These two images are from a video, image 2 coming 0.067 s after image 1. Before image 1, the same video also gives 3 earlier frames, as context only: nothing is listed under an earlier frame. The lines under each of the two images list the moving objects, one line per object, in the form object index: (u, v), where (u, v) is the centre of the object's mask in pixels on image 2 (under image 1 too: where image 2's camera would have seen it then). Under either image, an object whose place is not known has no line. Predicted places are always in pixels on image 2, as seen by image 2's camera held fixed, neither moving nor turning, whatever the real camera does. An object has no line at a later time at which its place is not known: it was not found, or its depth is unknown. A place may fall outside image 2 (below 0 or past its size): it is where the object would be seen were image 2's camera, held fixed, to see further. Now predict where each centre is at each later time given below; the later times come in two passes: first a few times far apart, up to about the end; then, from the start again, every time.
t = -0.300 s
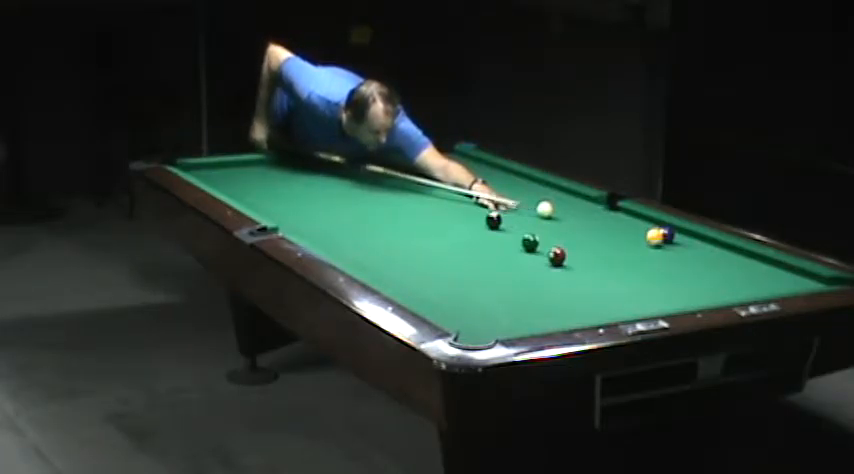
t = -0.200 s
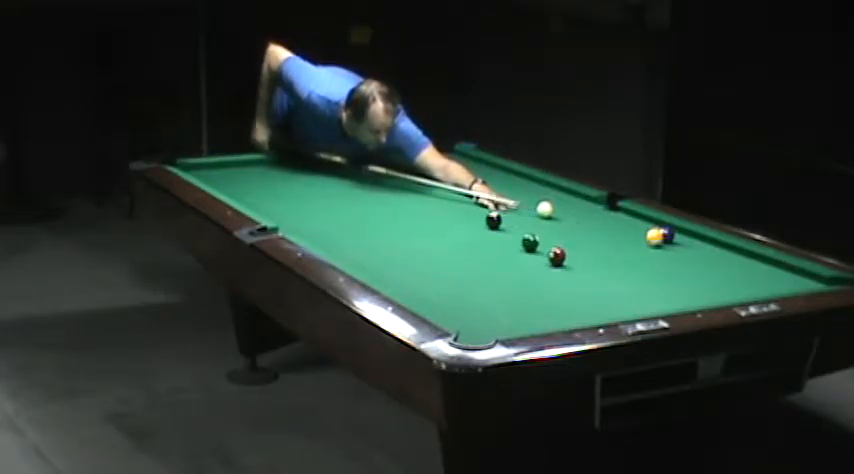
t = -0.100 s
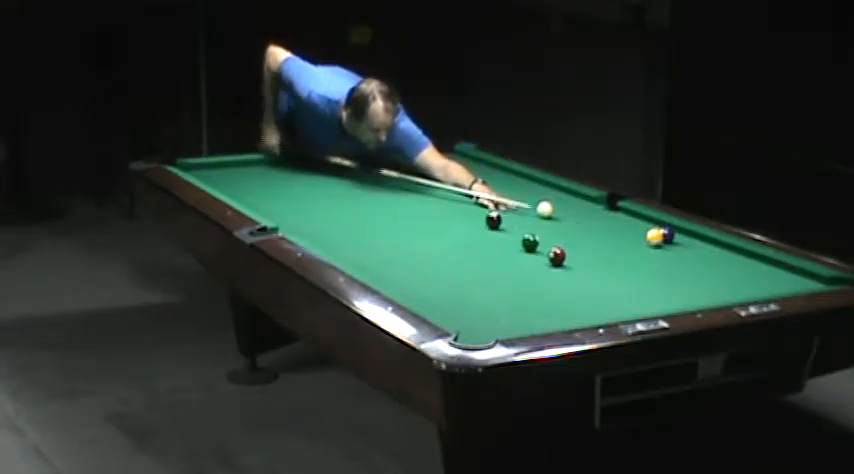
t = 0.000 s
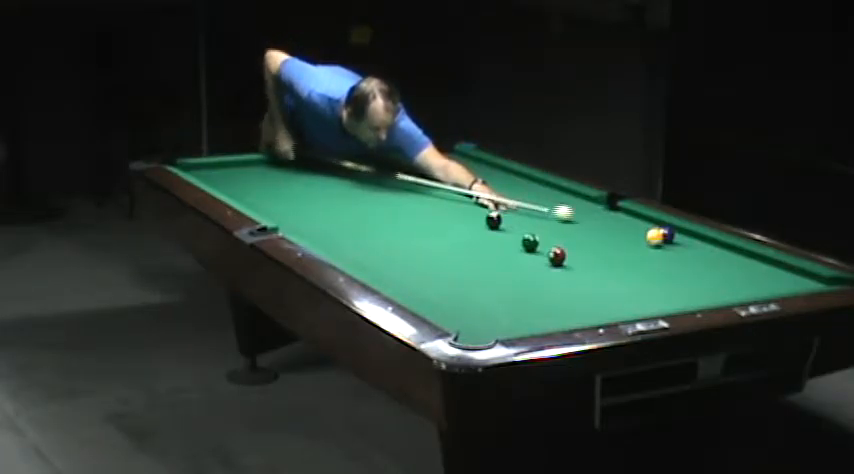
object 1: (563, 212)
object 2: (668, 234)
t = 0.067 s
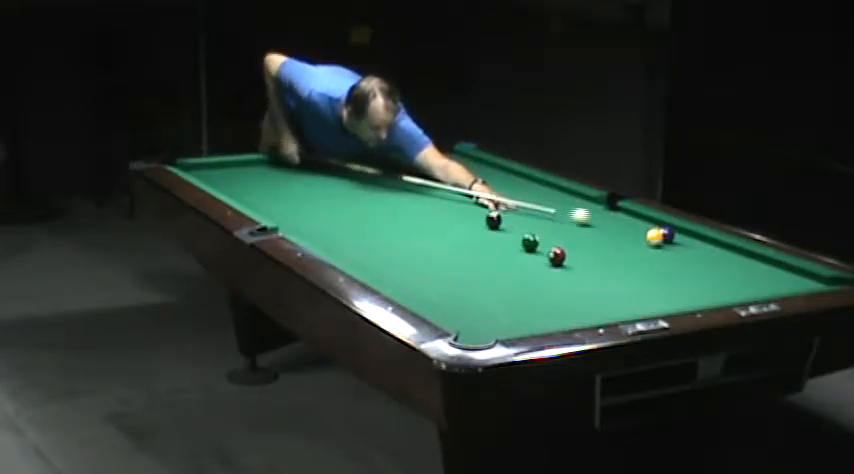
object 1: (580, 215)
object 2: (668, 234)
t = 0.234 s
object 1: (618, 222)
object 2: (668, 234)
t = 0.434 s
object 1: (659, 227)
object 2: (671, 236)
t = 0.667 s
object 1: (683, 231)
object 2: (697, 245)
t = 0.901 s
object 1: (684, 235)
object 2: (721, 254)
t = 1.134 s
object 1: (684, 239)
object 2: (746, 262)
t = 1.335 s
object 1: (684, 242)
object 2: (769, 268)
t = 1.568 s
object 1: (684, 246)
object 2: (793, 276)
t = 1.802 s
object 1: (683, 250)
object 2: (817, 281)
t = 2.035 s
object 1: (683, 253)
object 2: (831, 281)
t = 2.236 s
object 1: (682, 255)
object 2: (840, 279)
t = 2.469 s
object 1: (681, 258)
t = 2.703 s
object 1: (680, 260)
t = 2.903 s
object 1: (680, 262)
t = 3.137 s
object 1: (679, 263)
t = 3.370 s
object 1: (678, 265)
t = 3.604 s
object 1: (678, 266)
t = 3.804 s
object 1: (677, 267)
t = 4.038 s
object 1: (677, 267)
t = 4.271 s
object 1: (677, 267)
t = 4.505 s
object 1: (677, 267)
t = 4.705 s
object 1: (678, 267)
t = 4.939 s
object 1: (678, 267)
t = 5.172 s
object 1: (678, 267)
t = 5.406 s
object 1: (678, 267)
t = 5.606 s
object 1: (678, 267)
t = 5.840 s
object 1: (678, 267)
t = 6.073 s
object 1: (678, 267)
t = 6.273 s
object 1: (678, 267)
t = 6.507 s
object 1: (678, 267)
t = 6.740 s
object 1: (678, 267)
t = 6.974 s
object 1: (678, 267)
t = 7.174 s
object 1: (678, 267)
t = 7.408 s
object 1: (678, 267)
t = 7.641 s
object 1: (678, 267)
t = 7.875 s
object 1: (678, 267)
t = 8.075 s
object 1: (678, 267)
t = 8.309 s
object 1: (678, 267)
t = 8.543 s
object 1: (678, 267)
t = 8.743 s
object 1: (678, 267)
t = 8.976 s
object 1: (678, 267)
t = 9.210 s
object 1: (678, 267)
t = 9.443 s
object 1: (678, 267)
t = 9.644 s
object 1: (678, 267)
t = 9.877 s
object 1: (678, 267)
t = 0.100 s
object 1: (587, 216)
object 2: (668, 234)
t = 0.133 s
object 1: (595, 218)
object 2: (668, 234)
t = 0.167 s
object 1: (602, 219)
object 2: (668, 234)
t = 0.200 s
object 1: (609, 221)
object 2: (668, 234)
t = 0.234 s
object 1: (618, 222)
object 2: (668, 234)
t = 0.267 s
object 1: (625, 224)
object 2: (668, 234)
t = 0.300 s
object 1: (633, 225)
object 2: (668, 234)
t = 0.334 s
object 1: (639, 227)
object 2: (668, 234)
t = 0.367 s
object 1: (646, 226)
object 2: (668, 233)
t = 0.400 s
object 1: (654, 226)
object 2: (668, 234)
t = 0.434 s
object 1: (659, 227)
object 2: (671, 236)
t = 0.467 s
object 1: (662, 227)
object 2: (674, 237)
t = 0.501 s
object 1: (666, 228)
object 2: (678, 239)
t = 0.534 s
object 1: (669, 229)
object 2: (683, 240)
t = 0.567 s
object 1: (672, 230)
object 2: (686, 241)
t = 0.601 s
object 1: (676, 230)
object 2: (690, 242)
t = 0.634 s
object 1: (680, 230)
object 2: (694, 244)
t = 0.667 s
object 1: (683, 231)
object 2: (697, 245)
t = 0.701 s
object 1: (684, 231)
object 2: (700, 246)
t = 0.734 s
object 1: (684, 232)
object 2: (703, 247)
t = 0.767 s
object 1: (684, 233)
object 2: (706, 248)
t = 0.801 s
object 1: (684, 233)
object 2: (710, 250)
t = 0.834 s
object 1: (684, 234)
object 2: (714, 251)
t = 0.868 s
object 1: (684, 234)
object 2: (718, 252)
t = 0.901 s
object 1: (684, 235)
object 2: (721, 254)
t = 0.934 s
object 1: (684, 236)
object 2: (726, 255)
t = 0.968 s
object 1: (684, 236)
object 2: (729, 256)
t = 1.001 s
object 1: (684, 237)
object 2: (733, 257)
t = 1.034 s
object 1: (684, 238)
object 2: (736, 258)
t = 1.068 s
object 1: (684, 238)
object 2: (740, 259)
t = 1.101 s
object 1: (684, 239)
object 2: (743, 261)
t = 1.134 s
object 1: (684, 239)
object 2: (746, 262)
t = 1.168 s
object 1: (684, 240)
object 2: (749, 263)
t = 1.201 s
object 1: (684, 240)
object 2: (753, 264)
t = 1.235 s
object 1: (684, 241)
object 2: (757, 265)
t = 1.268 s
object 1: (684, 241)
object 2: (761, 266)
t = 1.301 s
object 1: (684, 242)
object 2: (765, 267)
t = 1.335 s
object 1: (684, 242)
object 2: (769, 268)
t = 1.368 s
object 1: (684, 243)
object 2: (772, 269)
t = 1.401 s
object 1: (684, 243)
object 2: (776, 270)
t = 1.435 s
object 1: (684, 244)
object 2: (779, 271)
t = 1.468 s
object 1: (684, 245)
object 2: (783, 273)
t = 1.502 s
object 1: (684, 245)
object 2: (786, 273)
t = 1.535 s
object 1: (684, 245)
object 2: (789, 275)
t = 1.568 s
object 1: (684, 246)
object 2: (793, 276)
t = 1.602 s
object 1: (684, 246)
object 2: (797, 277)
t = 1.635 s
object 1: (684, 246)
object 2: (800, 278)
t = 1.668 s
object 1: (684, 247)
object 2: (804, 279)
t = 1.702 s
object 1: (684, 247)
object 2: (807, 279)
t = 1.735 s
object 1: (684, 248)
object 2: (810, 280)
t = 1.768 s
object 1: (683, 249)
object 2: (814, 280)
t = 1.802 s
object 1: (683, 250)
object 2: (817, 281)
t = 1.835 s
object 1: (683, 250)
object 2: (820, 281)
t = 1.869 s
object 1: (683, 250)
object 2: (823, 282)
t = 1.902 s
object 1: (683, 251)
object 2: (825, 282)
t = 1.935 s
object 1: (683, 252)
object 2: (826, 282)
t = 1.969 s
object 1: (683, 252)
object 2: (827, 282)
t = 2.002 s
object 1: (683, 252)
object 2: (829, 281)
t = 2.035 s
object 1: (683, 253)
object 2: (831, 281)
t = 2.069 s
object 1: (682, 253)
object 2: (832, 281)
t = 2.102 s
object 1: (682, 254)
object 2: (834, 280)
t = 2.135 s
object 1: (682, 254)
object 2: (835, 280)
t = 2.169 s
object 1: (682, 255)
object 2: (837, 281)
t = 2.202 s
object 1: (682, 255)
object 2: (838, 280)
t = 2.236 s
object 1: (682, 255)
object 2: (840, 279)
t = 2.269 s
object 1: (682, 256)
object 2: (841, 278)
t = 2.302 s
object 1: (682, 256)
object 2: (844, 278)
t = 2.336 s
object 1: (682, 256)
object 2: (846, 280)
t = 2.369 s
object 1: (682, 257)
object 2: (848, 282)
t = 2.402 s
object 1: (681, 257)
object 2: (848, 284)
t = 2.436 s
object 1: (681, 258)
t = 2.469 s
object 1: (681, 258)
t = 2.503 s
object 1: (681, 258)
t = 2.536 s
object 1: (681, 259)
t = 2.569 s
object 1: (681, 259)
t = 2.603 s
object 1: (681, 259)
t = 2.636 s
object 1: (681, 260)
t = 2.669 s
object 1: (680, 260)
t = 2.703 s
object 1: (680, 260)
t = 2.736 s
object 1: (680, 261)
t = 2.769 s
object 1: (680, 261)
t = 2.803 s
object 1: (680, 261)
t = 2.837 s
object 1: (680, 261)
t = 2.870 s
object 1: (680, 261)
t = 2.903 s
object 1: (680, 262)
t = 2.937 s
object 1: (679, 262)
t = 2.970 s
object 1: (679, 262)
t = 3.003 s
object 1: (679, 262)
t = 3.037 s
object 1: (679, 263)
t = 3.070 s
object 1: (679, 263)
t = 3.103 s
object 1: (679, 263)
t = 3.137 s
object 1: (679, 263)
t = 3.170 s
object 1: (679, 263)
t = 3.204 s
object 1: (679, 263)
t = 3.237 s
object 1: (678, 264)
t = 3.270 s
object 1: (678, 264)
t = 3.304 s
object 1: (678, 264)
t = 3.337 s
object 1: (678, 264)
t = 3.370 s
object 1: (678, 265)
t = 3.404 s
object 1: (678, 265)
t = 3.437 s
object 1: (678, 265)
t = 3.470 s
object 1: (678, 265)
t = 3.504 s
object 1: (678, 266)
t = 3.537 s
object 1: (678, 266)
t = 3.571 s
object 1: (678, 266)
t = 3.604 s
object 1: (678, 266)
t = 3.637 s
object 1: (678, 266)
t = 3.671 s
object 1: (678, 266)
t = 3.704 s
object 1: (678, 266)
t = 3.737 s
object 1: (677, 267)
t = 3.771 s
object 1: (677, 267)
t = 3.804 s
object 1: (677, 267)
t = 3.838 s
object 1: (677, 267)
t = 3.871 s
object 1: (677, 267)
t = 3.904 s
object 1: (677, 267)
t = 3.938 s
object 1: (677, 267)
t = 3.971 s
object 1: (677, 267)
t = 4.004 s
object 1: (677, 267)
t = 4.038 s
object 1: (677, 267)
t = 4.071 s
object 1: (677, 267)
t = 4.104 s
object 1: (677, 267)
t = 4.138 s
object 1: (677, 267)
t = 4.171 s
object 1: (677, 267)
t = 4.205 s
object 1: (677, 267)
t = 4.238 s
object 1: (677, 267)
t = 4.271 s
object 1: (677, 267)
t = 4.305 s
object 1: (677, 267)
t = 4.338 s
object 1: (677, 267)
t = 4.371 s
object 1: (677, 267)
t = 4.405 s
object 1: (677, 267)
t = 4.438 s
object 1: (677, 267)
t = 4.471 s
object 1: (677, 267)
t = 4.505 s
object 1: (677, 267)
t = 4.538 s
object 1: (677, 267)
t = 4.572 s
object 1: (677, 267)
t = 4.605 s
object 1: (678, 267)
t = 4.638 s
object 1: (678, 267)
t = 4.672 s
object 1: (678, 267)
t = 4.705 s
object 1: (678, 267)
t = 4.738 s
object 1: (678, 267)
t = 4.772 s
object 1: (678, 267)
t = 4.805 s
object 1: (678, 267)
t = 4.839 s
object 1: (678, 267)
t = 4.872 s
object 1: (678, 267)
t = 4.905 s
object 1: (678, 267)
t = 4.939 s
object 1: (678, 267)
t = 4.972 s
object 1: (678, 267)
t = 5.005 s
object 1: (678, 267)
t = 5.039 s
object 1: (678, 267)
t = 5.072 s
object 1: (678, 267)
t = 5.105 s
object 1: (678, 267)
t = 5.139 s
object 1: (678, 267)
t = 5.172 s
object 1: (678, 267)
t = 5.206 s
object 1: (678, 267)
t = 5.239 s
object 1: (678, 267)
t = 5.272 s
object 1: (678, 267)
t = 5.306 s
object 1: (678, 267)
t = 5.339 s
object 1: (678, 267)
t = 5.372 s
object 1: (678, 267)
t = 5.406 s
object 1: (678, 267)
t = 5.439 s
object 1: (678, 267)
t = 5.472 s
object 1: (678, 267)
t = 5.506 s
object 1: (678, 267)
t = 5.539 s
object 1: (678, 267)
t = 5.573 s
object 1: (678, 267)
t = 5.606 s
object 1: (678, 267)
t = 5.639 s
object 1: (678, 267)
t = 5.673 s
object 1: (678, 267)
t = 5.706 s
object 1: (678, 267)
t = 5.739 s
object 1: (678, 267)
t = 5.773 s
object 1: (678, 267)
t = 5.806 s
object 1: (678, 267)
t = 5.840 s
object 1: (678, 267)
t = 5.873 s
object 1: (678, 267)
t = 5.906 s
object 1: (678, 267)
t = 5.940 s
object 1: (678, 267)
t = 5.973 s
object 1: (678, 267)
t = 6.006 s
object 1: (678, 267)
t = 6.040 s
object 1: (678, 267)
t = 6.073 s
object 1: (678, 267)
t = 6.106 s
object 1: (678, 267)
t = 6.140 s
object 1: (678, 267)
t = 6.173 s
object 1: (678, 267)
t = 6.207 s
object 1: (678, 267)
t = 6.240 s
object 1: (678, 267)
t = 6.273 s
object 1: (678, 267)
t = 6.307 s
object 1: (678, 267)
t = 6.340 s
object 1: (678, 267)
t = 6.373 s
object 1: (678, 267)
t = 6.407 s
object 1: (678, 267)
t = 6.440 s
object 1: (678, 267)
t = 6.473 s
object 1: (678, 267)
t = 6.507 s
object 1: (678, 267)
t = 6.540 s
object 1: (678, 267)
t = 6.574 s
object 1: (678, 267)
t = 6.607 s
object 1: (678, 267)
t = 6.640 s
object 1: (678, 267)
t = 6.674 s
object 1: (678, 267)
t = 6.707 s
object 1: (678, 267)
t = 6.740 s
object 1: (678, 267)
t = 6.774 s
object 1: (678, 267)
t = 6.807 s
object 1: (678, 267)
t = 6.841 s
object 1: (678, 267)
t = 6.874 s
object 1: (678, 267)
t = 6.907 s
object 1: (678, 267)
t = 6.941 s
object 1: (678, 267)
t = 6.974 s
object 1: (678, 267)
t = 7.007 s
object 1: (678, 267)
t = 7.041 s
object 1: (678, 267)
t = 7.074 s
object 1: (678, 267)
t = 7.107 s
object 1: (678, 267)
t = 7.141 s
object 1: (678, 267)
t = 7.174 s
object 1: (678, 267)
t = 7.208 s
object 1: (678, 267)
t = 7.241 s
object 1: (678, 267)
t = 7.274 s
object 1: (678, 267)
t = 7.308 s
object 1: (678, 267)
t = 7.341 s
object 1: (678, 267)
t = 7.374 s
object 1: (678, 267)
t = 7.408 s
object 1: (678, 267)
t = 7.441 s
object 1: (678, 267)
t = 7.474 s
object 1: (678, 267)
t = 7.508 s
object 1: (678, 267)
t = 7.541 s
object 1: (678, 267)
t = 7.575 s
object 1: (678, 267)
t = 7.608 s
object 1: (678, 267)
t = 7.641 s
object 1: (678, 267)
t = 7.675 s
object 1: (678, 267)
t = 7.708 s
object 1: (678, 267)
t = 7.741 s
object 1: (678, 267)
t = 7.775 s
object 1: (678, 267)
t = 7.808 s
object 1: (678, 267)
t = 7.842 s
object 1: (678, 267)
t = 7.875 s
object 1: (678, 267)
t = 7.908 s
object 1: (678, 267)
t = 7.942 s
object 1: (678, 267)
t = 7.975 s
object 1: (678, 267)
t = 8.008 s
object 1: (678, 267)
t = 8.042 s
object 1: (678, 267)
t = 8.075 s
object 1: (678, 267)
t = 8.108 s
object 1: (678, 267)
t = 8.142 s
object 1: (678, 267)
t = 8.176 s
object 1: (678, 267)
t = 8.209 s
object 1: (678, 267)
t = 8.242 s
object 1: (678, 267)
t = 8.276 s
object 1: (678, 267)
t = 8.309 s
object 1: (678, 267)
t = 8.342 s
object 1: (678, 267)
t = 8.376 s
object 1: (678, 267)
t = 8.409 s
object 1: (678, 267)
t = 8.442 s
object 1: (678, 267)
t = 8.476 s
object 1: (678, 267)
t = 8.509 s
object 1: (678, 267)
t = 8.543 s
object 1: (678, 267)
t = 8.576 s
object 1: (678, 267)
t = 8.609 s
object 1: (678, 267)
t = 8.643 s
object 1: (678, 267)
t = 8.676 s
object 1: (678, 267)
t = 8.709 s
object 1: (678, 267)
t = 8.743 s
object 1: (678, 267)
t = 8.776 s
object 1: (678, 267)
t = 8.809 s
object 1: (678, 267)
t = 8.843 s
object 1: (678, 267)
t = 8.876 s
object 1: (678, 267)
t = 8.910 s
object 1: (678, 267)
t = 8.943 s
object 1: (678, 267)
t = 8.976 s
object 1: (678, 267)
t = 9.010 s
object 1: (678, 267)
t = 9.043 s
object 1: (678, 267)
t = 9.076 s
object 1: (678, 267)
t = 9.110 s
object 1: (678, 267)
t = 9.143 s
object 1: (678, 267)
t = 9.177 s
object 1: (678, 267)
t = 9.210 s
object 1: (678, 267)
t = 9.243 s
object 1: (678, 267)
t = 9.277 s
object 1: (678, 267)
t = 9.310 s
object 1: (678, 267)
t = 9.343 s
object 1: (678, 267)
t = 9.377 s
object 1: (678, 267)
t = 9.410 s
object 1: (678, 267)
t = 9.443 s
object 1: (678, 267)
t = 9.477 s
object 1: (678, 267)
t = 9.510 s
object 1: (678, 267)
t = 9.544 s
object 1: (678, 267)
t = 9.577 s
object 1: (678, 267)
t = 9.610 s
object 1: (678, 267)
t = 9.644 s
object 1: (678, 267)
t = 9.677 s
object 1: (678, 267)
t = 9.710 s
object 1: (678, 267)
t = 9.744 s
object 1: (678, 267)
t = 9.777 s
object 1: (678, 267)
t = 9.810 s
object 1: (678, 267)
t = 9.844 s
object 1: (678, 267)
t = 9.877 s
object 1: (678, 267)
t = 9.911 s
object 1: (678, 267)
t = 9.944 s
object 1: (678, 267)
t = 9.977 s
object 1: (678, 267)
